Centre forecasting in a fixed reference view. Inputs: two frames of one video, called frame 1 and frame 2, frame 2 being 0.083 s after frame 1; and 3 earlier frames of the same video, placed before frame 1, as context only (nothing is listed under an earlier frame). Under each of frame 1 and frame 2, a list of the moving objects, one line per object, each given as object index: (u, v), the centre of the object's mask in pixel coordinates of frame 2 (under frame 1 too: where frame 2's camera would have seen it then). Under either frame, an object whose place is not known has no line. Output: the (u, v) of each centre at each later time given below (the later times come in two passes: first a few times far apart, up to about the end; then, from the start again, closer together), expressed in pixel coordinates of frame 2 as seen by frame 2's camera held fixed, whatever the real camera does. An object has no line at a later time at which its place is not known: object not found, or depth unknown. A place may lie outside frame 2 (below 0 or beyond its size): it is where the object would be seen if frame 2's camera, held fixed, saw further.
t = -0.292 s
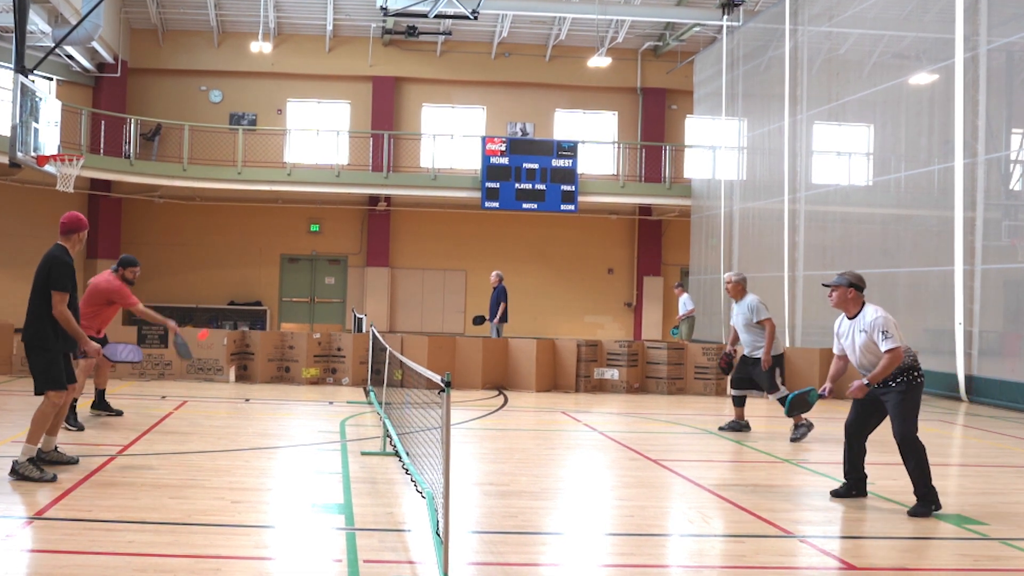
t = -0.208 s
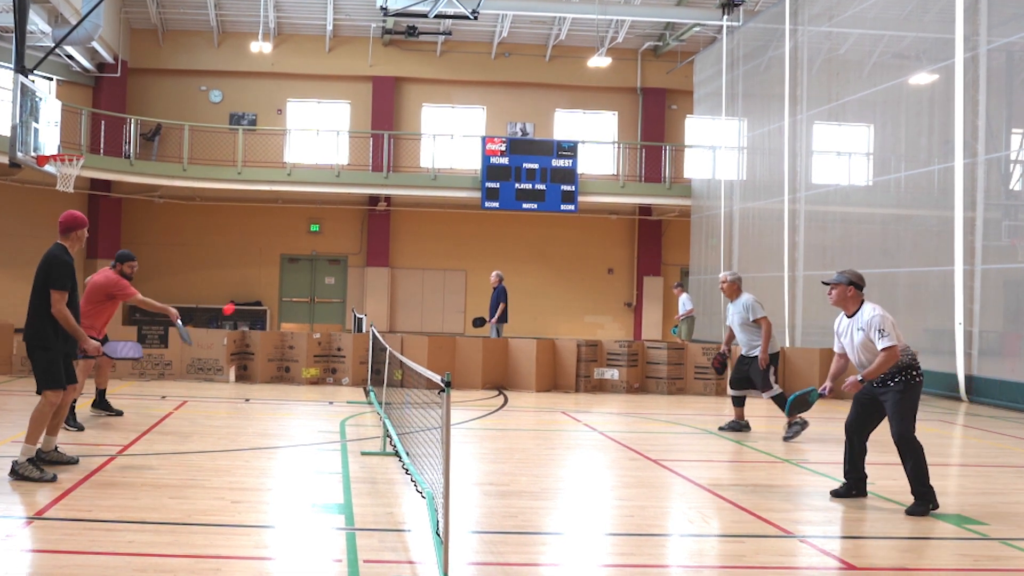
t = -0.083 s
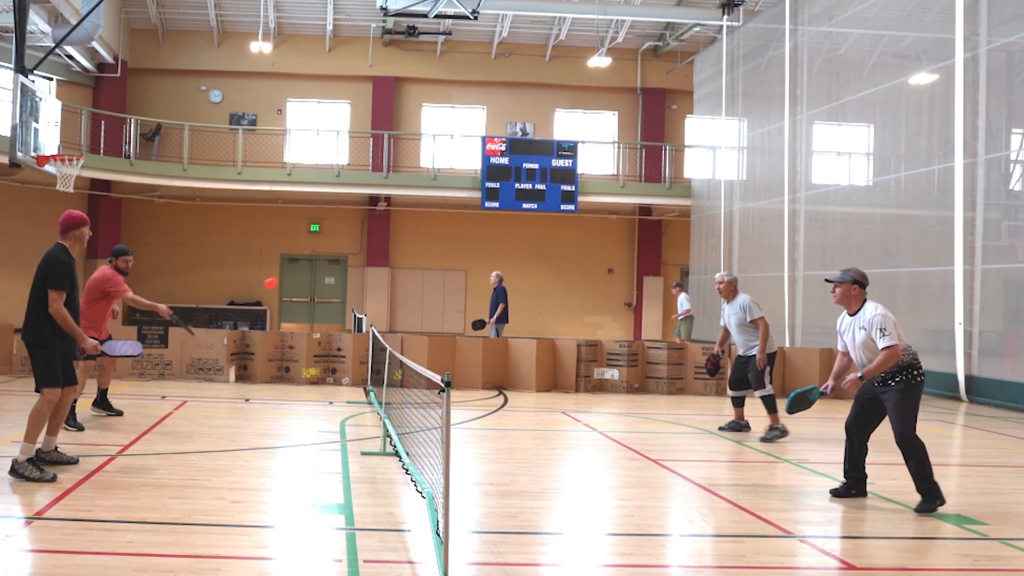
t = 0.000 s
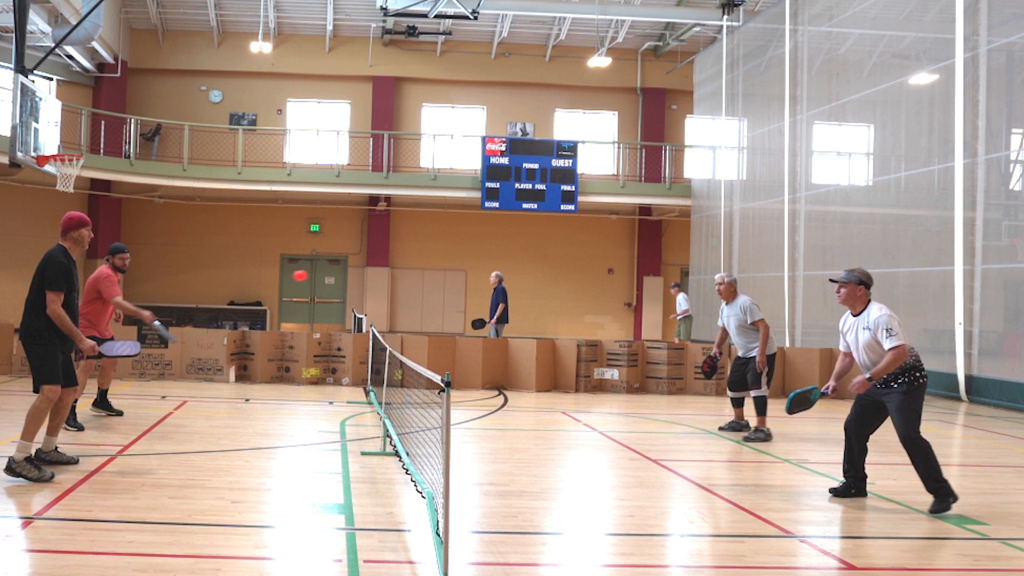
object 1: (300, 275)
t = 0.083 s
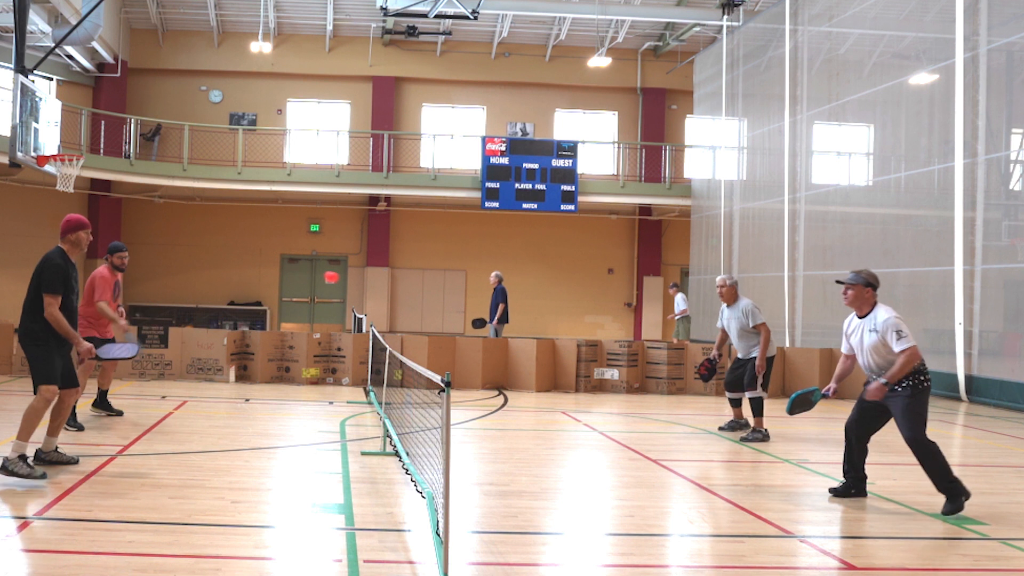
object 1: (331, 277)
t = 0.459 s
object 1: (500, 426)
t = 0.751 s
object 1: (614, 467)
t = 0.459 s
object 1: (500, 426)
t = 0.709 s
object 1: (601, 479)
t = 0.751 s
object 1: (614, 467)
